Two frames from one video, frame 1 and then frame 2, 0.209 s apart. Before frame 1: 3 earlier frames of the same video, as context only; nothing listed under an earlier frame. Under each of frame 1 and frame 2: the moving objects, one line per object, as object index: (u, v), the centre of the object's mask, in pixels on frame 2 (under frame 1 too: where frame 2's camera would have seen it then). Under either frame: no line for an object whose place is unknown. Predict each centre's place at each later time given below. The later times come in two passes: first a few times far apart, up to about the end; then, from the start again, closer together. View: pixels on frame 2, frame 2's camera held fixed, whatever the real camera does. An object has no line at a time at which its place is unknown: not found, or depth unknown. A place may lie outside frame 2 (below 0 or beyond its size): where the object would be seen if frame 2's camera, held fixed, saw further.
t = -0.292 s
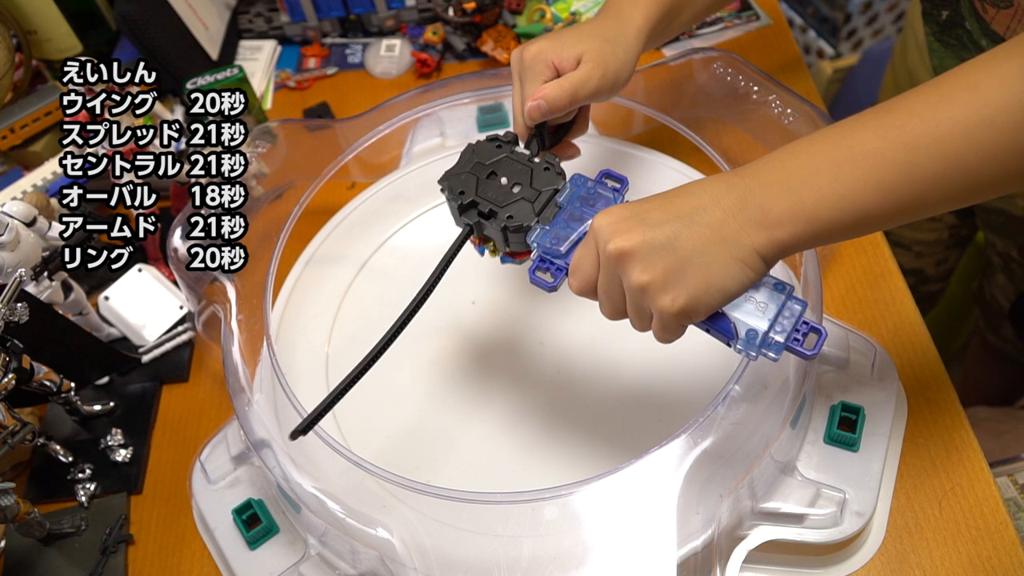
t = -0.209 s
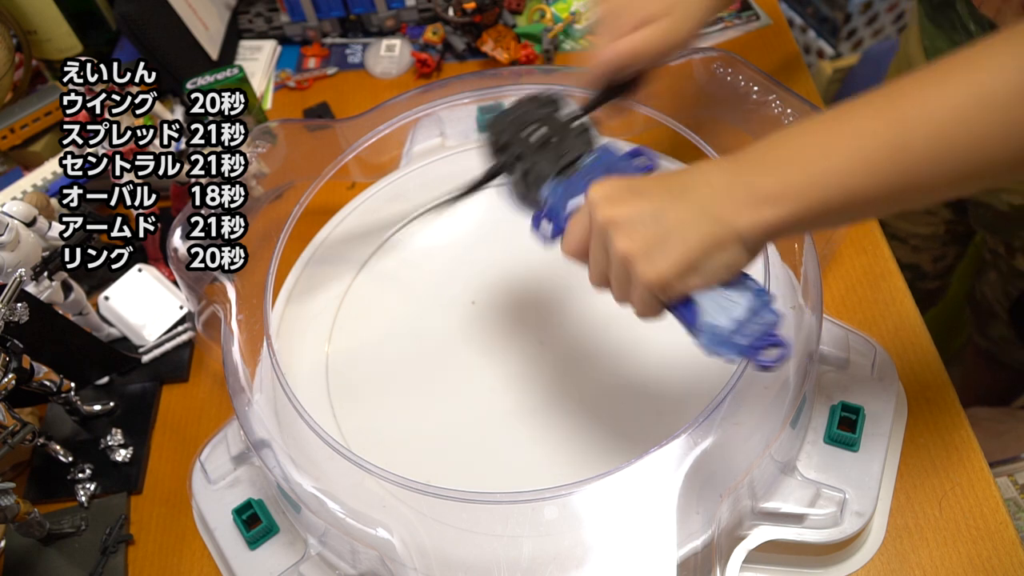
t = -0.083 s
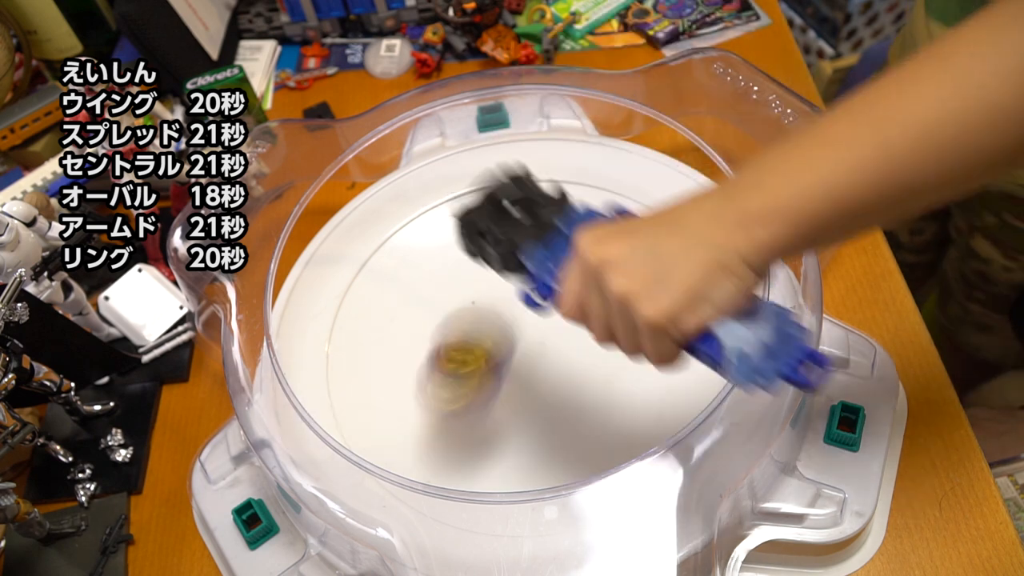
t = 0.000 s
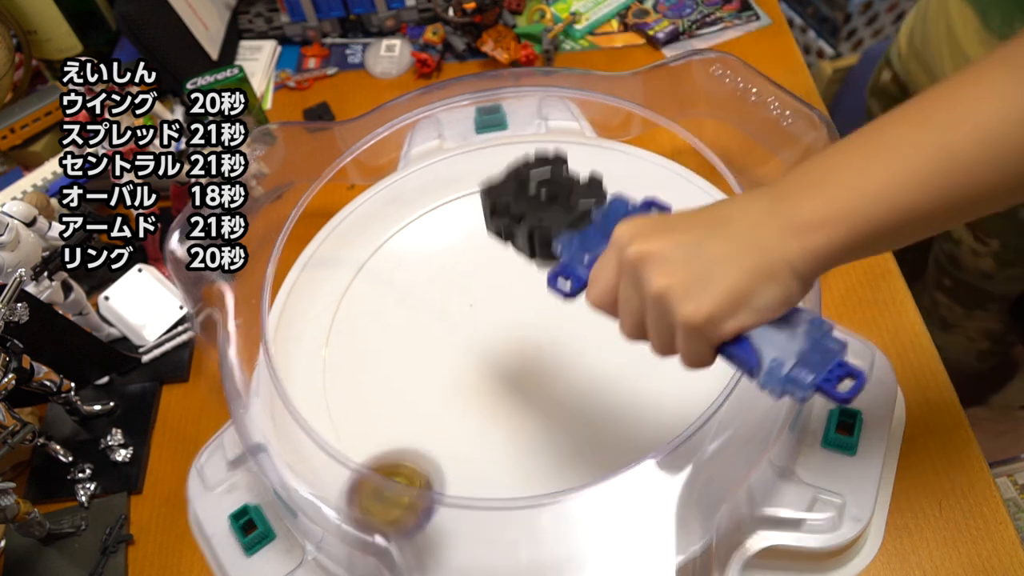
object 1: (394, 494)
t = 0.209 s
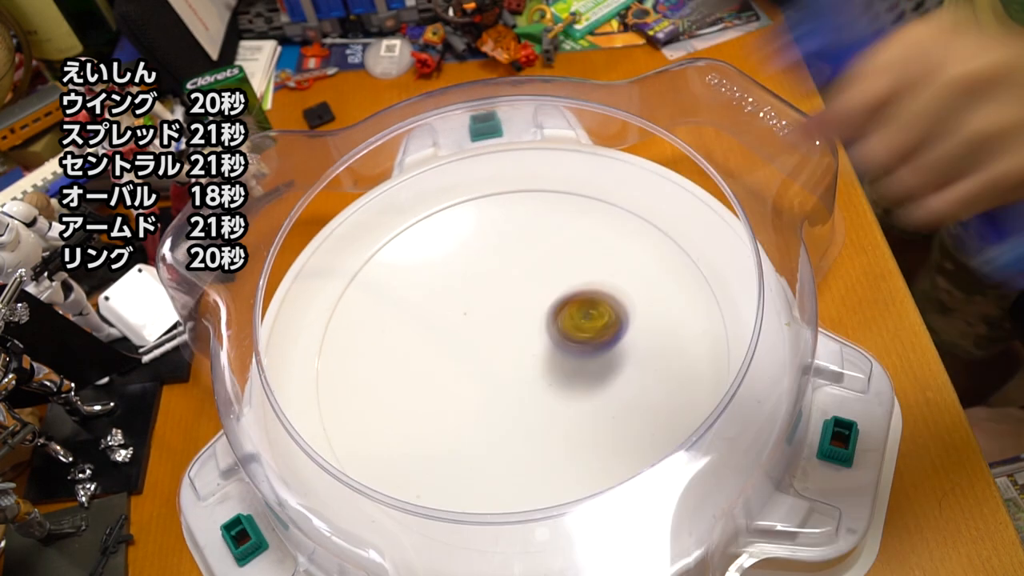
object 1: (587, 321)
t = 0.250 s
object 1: (611, 290)
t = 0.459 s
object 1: (578, 186)
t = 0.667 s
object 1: (381, 280)
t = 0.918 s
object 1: (459, 514)
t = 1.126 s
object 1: (718, 333)
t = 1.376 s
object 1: (391, 226)
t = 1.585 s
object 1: (512, 522)
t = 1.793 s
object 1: (672, 235)
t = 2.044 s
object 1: (323, 340)
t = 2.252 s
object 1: (605, 475)
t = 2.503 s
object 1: (543, 177)
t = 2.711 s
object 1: (715, 350)
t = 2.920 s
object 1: (347, 421)
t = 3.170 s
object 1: (488, 216)
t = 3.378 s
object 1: (630, 402)
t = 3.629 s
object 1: (440, 434)
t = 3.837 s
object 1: (489, 258)
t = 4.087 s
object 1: (575, 291)
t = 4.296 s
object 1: (536, 407)
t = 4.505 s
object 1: (448, 349)
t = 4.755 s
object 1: (465, 307)
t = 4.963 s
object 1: (564, 320)
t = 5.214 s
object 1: (552, 374)
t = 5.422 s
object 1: (466, 360)
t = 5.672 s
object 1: (480, 321)
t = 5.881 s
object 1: (548, 330)
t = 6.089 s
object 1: (492, 364)
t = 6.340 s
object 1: (510, 324)
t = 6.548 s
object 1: (526, 362)
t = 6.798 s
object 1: (498, 348)
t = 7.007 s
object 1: (521, 341)
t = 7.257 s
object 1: (514, 345)
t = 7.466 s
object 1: (505, 340)
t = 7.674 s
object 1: (509, 362)
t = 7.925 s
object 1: (528, 352)
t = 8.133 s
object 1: (506, 322)
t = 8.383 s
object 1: (496, 348)
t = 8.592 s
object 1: (499, 347)
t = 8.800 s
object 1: (499, 347)
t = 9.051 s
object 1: (499, 347)
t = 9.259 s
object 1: (499, 347)
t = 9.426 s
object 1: (499, 347)
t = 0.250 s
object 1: (611, 290)
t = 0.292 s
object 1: (621, 255)
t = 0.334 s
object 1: (626, 225)
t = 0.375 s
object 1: (620, 200)
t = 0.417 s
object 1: (606, 183)
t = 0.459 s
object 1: (578, 186)
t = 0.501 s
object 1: (544, 194)
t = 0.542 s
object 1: (505, 207)
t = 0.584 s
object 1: (465, 225)
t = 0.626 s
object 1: (420, 251)
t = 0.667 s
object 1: (381, 280)
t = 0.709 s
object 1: (348, 314)
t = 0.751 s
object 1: (323, 358)
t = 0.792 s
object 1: (326, 400)
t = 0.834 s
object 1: (360, 442)
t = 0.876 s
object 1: (399, 489)
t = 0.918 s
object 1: (459, 514)
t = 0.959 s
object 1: (525, 524)
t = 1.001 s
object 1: (594, 478)
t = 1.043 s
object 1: (654, 444)
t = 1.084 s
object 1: (702, 400)
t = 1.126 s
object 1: (718, 333)
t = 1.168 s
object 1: (706, 275)
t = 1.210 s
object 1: (667, 228)
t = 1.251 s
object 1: (609, 189)
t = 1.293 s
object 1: (537, 176)
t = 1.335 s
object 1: (460, 190)
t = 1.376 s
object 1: (391, 226)
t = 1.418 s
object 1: (340, 288)
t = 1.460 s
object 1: (320, 366)
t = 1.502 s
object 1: (346, 436)
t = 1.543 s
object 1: (411, 501)
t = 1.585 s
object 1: (512, 522)
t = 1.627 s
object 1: (594, 479)
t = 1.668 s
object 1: (676, 430)
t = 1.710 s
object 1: (714, 363)
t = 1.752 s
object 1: (712, 290)
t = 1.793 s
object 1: (672, 235)
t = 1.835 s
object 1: (613, 191)
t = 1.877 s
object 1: (540, 177)
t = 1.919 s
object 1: (466, 187)
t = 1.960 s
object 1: (398, 221)
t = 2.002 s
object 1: (349, 269)
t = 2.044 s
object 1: (323, 340)
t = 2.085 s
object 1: (328, 408)
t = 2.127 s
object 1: (366, 470)
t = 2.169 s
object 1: (438, 512)
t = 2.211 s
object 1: (525, 526)
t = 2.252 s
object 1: (605, 475)
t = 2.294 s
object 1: (663, 437)
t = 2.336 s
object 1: (713, 383)
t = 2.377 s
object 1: (715, 318)
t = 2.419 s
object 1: (695, 259)
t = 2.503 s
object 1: (543, 177)
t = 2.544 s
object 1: (373, 239)
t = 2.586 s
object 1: (319, 392)
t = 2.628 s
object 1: (448, 516)
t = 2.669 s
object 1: (624, 465)
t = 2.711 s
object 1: (715, 350)
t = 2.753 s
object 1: (671, 231)
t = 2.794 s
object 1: (555, 183)
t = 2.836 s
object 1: (428, 209)
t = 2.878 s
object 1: (342, 299)
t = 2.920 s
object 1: (347, 421)
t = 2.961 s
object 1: (457, 500)
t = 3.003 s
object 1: (594, 469)
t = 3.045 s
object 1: (679, 386)
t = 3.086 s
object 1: (670, 282)
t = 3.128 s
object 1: (592, 220)
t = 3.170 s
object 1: (488, 216)
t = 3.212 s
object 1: (398, 275)
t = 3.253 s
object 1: (371, 368)
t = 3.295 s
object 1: (431, 450)
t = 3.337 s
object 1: (546, 464)
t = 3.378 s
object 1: (630, 402)
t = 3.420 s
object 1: (651, 319)
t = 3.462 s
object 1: (602, 249)
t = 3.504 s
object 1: (509, 233)
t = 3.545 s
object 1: (426, 277)
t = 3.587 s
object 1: (394, 356)
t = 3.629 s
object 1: (440, 434)
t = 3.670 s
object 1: (535, 445)
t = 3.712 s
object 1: (612, 397)
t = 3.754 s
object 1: (624, 320)
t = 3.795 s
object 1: (569, 263)
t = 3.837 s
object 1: (489, 258)
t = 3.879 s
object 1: (429, 302)
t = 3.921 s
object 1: (420, 373)
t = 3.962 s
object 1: (478, 421)
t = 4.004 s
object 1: (554, 408)
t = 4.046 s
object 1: (595, 348)
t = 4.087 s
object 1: (575, 291)
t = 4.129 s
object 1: (516, 272)
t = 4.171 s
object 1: (455, 298)
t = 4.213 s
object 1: (434, 356)
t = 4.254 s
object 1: (472, 406)
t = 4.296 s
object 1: (536, 407)
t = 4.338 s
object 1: (586, 368)
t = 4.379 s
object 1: (581, 312)
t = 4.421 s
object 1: (534, 287)
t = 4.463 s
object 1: (474, 298)
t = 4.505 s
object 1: (448, 349)
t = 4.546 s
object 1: (469, 396)
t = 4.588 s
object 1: (532, 397)
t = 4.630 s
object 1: (574, 358)
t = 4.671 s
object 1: (565, 312)
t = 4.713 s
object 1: (517, 290)
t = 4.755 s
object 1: (465, 307)
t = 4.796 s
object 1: (449, 349)
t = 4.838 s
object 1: (474, 386)
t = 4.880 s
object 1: (526, 391)
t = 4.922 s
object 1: (565, 361)
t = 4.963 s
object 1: (564, 320)
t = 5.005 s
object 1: (532, 297)
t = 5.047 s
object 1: (490, 302)
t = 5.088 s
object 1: (461, 335)
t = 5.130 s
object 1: (468, 374)
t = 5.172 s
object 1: (508, 394)
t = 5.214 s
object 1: (552, 374)
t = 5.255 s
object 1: (560, 337)
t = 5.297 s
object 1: (543, 310)
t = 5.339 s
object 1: (501, 304)
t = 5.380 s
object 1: (472, 329)
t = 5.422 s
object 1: (466, 360)
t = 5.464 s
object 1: (498, 382)
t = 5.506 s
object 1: (534, 377)
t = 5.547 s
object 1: (554, 343)
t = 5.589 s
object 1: (545, 316)
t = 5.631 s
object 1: (512, 308)
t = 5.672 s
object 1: (480, 321)
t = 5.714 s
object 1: (472, 348)
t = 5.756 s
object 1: (495, 374)
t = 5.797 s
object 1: (529, 375)
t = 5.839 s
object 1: (551, 354)
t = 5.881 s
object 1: (548, 330)
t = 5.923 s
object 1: (527, 317)
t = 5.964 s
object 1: (505, 318)
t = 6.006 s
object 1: (489, 331)
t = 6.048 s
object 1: (484, 349)
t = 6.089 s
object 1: (492, 364)
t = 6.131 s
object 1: (510, 368)
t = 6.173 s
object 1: (528, 363)
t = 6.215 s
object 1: (537, 348)
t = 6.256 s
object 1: (535, 334)
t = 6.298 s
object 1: (523, 325)
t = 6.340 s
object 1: (510, 324)
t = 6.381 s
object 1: (495, 331)
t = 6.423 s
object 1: (487, 346)
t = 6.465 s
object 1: (493, 362)
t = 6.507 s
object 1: (510, 369)
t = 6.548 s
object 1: (526, 362)
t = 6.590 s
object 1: (533, 349)
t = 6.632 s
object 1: (531, 338)
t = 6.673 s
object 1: (519, 327)
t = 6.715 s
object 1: (500, 331)
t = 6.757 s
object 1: (497, 341)
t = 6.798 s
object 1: (498, 348)
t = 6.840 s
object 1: (511, 353)
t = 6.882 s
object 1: (511, 349)
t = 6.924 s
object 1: (520, 352)
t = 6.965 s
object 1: (518, 348)
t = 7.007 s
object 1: (521, 341)
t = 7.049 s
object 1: (516, 339)
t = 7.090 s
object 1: (505, 332)
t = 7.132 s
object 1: (504, 340)
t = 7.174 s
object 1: (505, 351)
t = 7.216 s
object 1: (506, 346)
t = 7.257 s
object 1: (514, 345)
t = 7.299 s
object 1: (520, 349)
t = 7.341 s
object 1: (528, 346)
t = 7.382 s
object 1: (523, 338)
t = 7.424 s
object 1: (513, 335)
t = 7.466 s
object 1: (505, 340)
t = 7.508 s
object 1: (502, 349)
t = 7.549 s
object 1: (501, 360)
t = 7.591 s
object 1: (500, 361)
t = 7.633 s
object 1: (506, 365)
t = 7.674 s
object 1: (509, 362)
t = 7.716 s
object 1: (519, 362)
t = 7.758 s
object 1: (528, 358)
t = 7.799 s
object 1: (528, 359)
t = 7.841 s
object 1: (533, 361)
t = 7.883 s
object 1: (529, 361)
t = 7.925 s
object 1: (528, 352)
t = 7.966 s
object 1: (517, 345)
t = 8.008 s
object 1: (505, 336)
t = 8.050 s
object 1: (505, 332)
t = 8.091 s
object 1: (508, 324)
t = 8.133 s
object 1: (506, 322)
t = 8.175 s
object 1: (503, 329)
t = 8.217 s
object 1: (492, 328)
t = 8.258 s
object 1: (503, 333)
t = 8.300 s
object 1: (501, 340)
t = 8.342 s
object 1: (498, 344)
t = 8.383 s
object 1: (496, 348)
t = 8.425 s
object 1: (496, 341)
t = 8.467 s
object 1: (499, 339)
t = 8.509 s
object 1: (499, 347)
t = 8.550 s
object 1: (499, 346)
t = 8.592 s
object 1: (499, 347)
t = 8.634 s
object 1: (499, 346)
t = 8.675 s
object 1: (495, 342)
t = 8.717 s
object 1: (499, 347)
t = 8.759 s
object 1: (499, 347)
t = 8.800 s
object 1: (499, 347)
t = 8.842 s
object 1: (499, 347)
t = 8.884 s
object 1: (499, 347)
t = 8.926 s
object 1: (499, 347)
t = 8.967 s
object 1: (499, 347)
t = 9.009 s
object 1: (499, 347)
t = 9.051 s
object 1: (499, 347)
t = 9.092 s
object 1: (499, 347)
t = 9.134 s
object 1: (499, 347)
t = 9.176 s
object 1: (499, 347)
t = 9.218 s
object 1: (499, 347)
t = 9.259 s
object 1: (499, 347)
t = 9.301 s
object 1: (499, 347)
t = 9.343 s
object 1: (499, 347)
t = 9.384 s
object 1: (499, 347)
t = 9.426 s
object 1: (499, 347)
